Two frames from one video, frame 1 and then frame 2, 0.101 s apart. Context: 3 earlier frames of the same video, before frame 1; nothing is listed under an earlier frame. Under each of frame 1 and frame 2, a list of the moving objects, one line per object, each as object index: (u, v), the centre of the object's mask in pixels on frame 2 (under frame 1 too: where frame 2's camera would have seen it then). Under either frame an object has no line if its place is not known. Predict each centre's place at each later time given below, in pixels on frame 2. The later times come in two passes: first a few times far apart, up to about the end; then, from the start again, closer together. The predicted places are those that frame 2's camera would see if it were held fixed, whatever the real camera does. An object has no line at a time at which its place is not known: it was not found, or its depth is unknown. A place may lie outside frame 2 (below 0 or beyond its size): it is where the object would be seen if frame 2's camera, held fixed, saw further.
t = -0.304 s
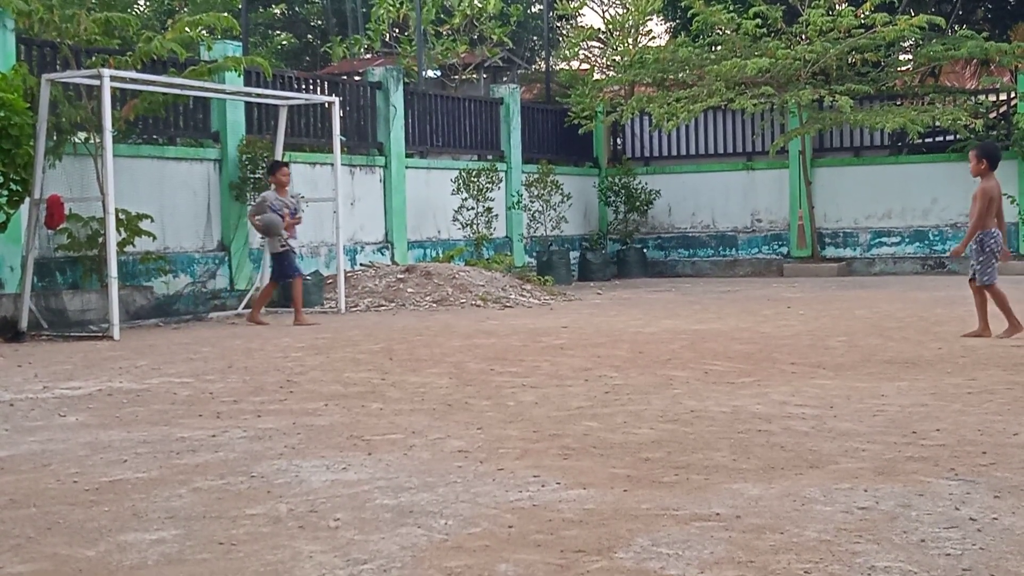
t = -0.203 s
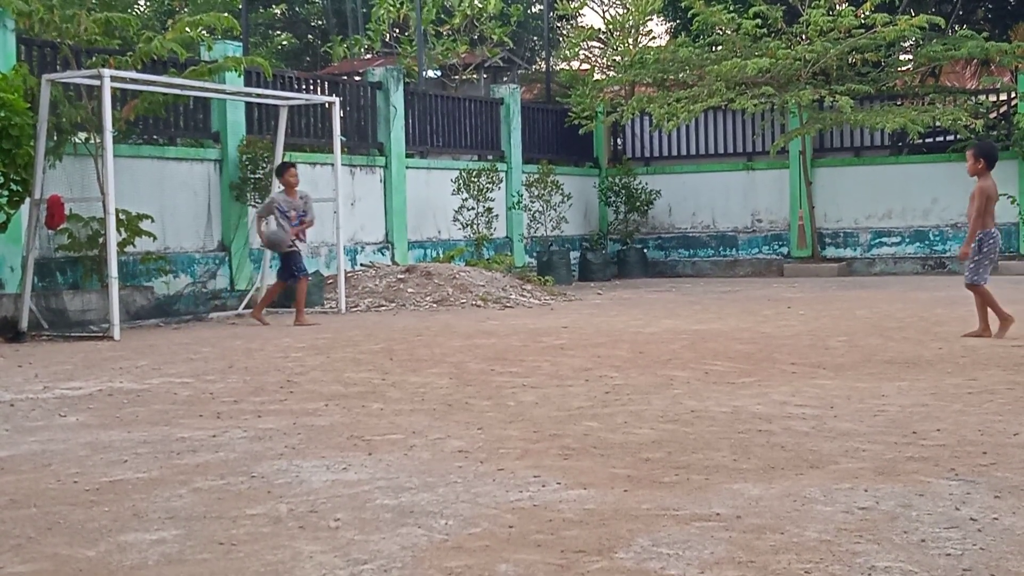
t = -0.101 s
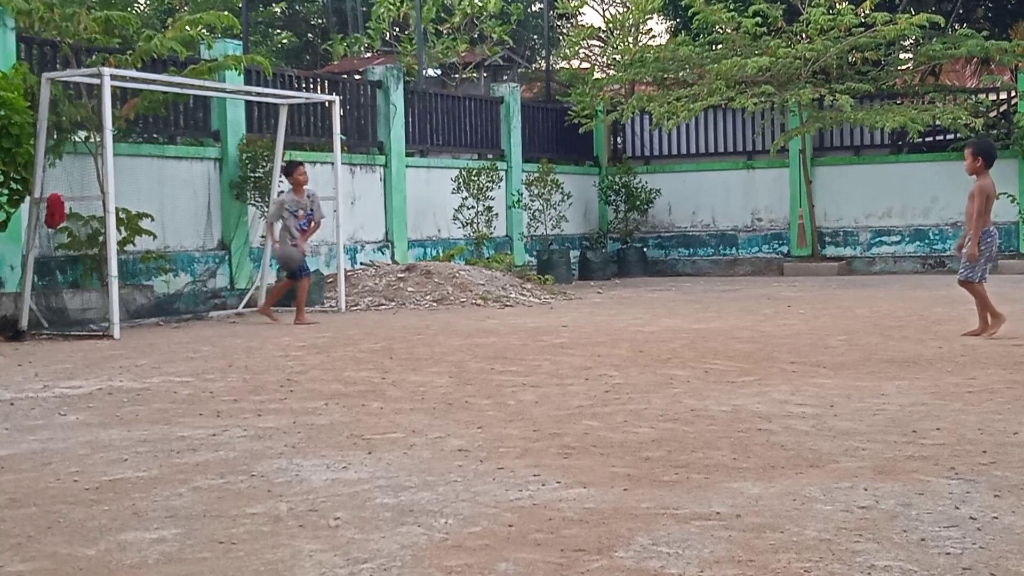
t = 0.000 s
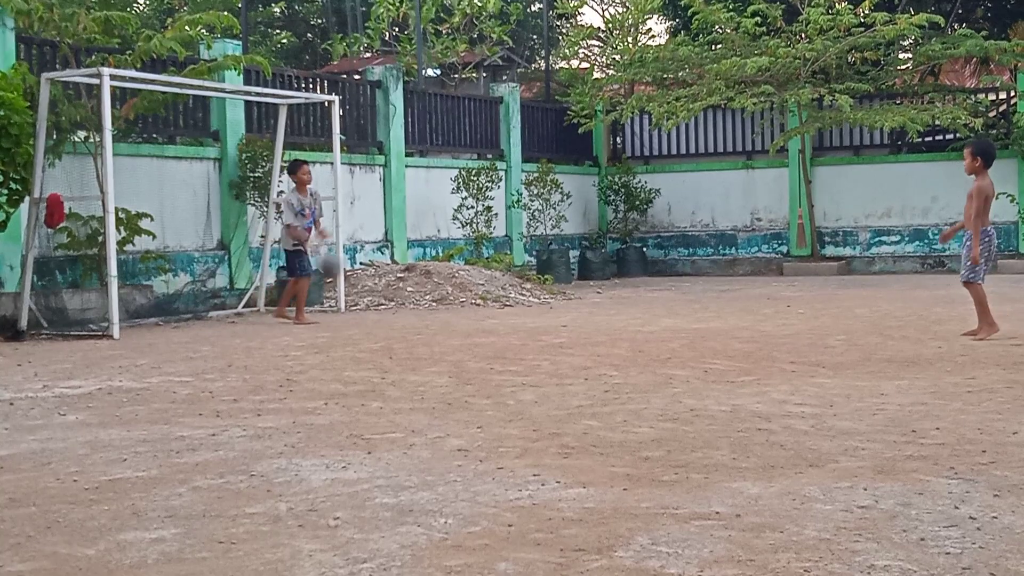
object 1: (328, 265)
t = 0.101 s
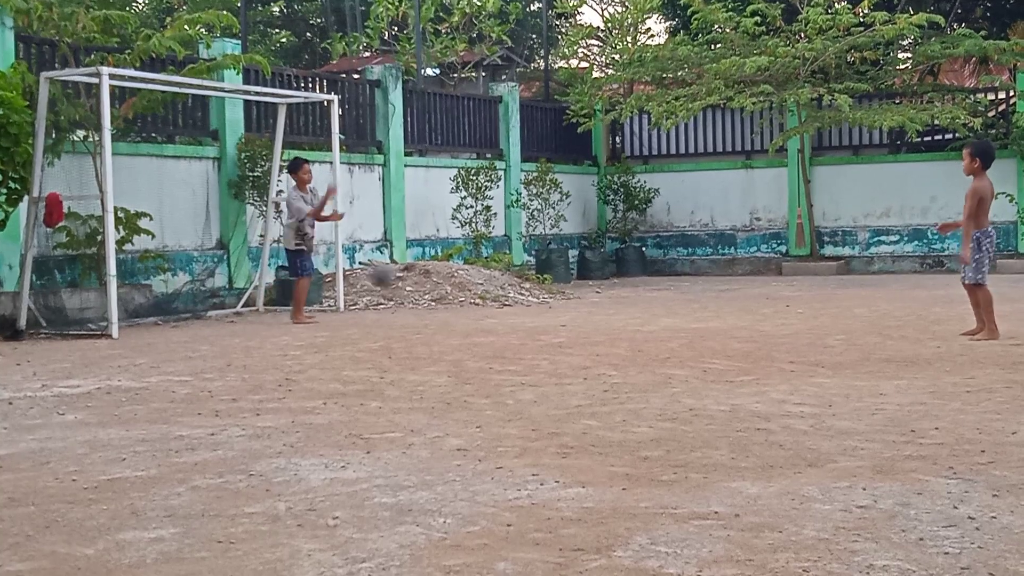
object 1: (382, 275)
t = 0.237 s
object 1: (455, 311)
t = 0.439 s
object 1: (532, 283)
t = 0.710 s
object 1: (632, 317)
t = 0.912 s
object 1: (705, 302)
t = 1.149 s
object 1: (795, 319)
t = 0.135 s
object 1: (401, 280)
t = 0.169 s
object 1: (420, 289)
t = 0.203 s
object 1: (439, 299)
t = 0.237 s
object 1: (455, 311)
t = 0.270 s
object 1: (470, 310)
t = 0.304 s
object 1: (482, 301)
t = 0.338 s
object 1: (495, 294)
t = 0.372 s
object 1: (508, 289)
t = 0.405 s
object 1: (519, 285)
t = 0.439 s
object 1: (532, 283)
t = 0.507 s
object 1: (556, 282)
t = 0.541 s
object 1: (568, 284)
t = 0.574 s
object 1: (581, 288)
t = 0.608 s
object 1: (594, 293)
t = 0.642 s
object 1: (606, 301)
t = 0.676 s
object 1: (618, 309)
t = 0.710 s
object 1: (632, 317)
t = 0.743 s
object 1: (644, 312)
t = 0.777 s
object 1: (656, 308)
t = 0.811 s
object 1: (668, 304)
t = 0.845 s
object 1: (680, 302)
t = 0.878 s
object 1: (692, 301)
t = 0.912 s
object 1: (705, 302)
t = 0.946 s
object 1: (718, 305)
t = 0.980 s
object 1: (730, 310)
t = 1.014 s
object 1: (742, 317)
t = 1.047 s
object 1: (755, 322)
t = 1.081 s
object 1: (767, 319)
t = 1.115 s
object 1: (782, 318)
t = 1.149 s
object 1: (795, 319)
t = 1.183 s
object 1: (807, 323)
